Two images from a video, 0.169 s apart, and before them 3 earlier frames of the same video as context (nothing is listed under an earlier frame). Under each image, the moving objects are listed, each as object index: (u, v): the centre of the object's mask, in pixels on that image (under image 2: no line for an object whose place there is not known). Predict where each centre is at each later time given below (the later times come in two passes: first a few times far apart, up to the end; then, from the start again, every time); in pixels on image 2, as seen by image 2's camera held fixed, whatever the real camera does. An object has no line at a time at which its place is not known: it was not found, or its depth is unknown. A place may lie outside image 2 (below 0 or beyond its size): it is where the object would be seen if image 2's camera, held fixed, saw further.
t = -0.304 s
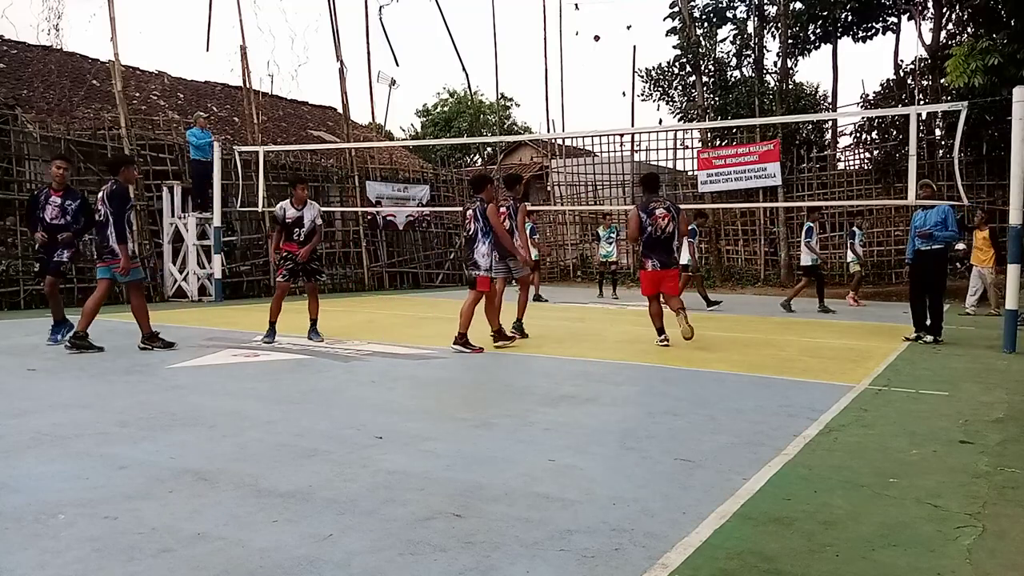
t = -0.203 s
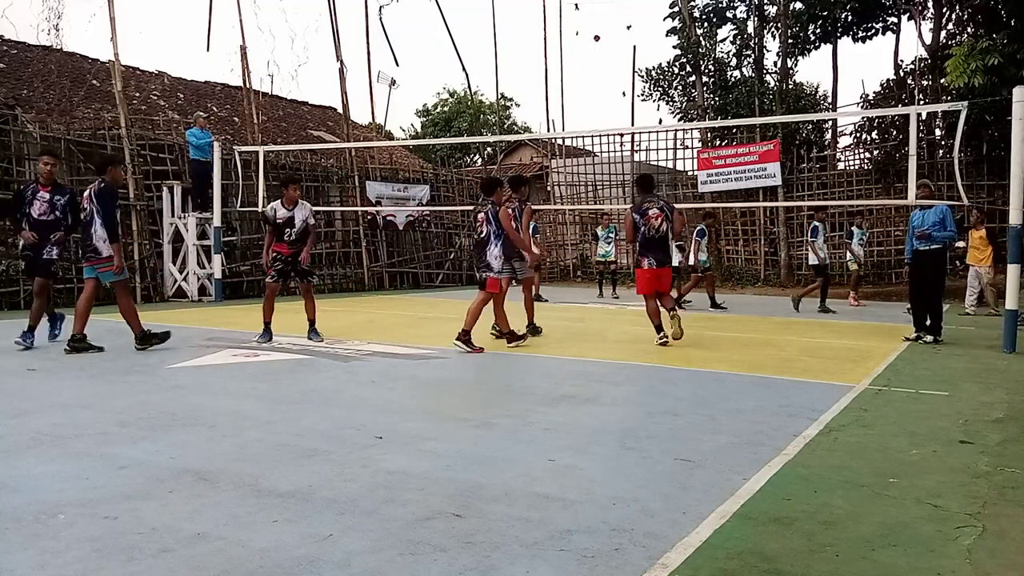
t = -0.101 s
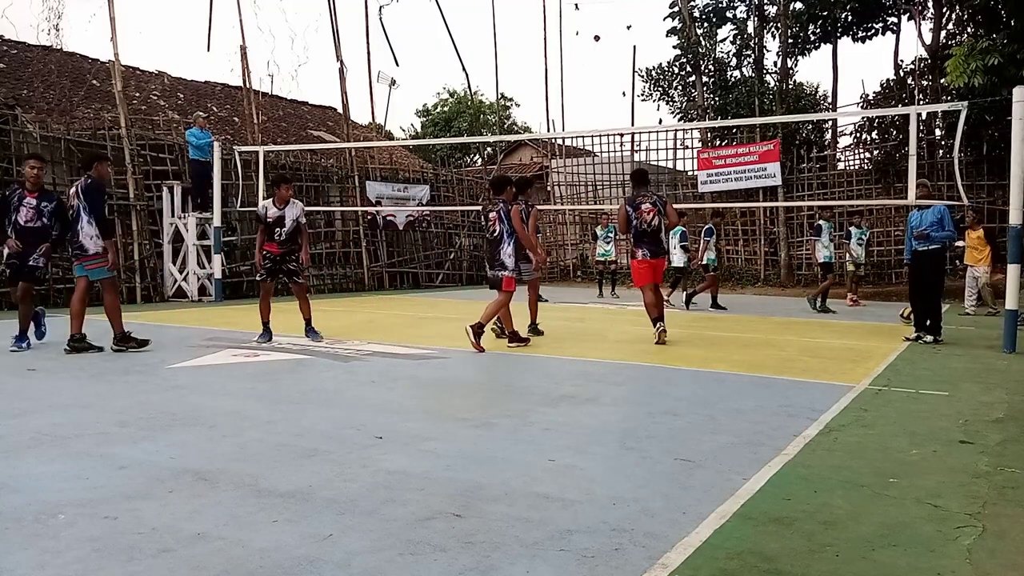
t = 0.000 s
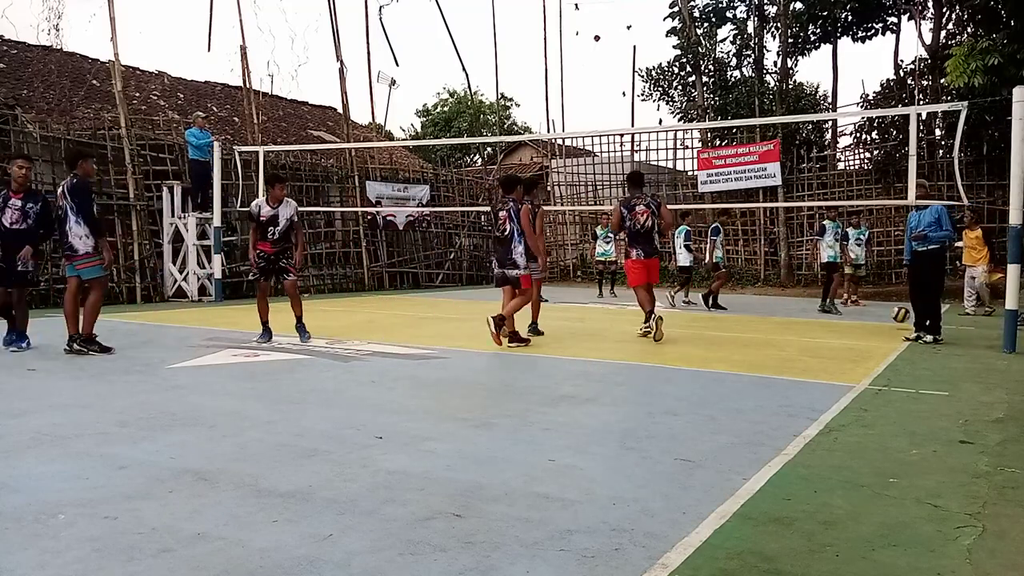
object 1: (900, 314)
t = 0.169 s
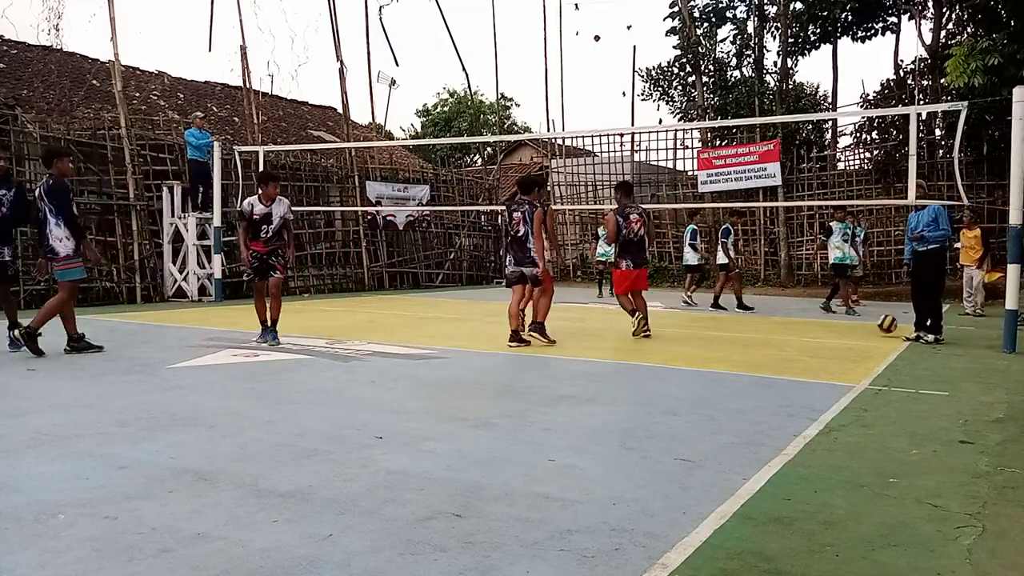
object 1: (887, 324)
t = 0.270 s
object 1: (878, 323)
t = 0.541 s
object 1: (844, 337)
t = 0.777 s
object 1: (800, 358)
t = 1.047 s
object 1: (724, 387)
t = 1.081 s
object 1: (711, 391)
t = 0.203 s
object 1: (884, 323)
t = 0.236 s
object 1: (880, 323)
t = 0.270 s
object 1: (878, 323)
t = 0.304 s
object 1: (874, 325)
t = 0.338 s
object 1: (870, 329)
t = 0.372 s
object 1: (865, 334)
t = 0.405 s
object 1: (862, 340)
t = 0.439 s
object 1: (857, 338)
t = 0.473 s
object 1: (852, 336)
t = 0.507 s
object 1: (848, 336)
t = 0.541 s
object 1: (844, 337)
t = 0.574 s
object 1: (838, 339)
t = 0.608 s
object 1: (832, 343)
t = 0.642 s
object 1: (827, 348)
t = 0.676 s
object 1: (821, 357)
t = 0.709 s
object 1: (814, 360)
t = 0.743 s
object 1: (808, 358)
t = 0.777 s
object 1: (800, 358)
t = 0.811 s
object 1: (793, 360)
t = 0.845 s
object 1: (785, 364)
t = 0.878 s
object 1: (777, 370)
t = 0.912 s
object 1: (767, 378)
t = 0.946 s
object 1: (758, 389)
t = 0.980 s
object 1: (747, 386)
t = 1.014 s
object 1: (736, 385)
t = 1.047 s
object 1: (724, 387)
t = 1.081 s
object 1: (711, 391)
